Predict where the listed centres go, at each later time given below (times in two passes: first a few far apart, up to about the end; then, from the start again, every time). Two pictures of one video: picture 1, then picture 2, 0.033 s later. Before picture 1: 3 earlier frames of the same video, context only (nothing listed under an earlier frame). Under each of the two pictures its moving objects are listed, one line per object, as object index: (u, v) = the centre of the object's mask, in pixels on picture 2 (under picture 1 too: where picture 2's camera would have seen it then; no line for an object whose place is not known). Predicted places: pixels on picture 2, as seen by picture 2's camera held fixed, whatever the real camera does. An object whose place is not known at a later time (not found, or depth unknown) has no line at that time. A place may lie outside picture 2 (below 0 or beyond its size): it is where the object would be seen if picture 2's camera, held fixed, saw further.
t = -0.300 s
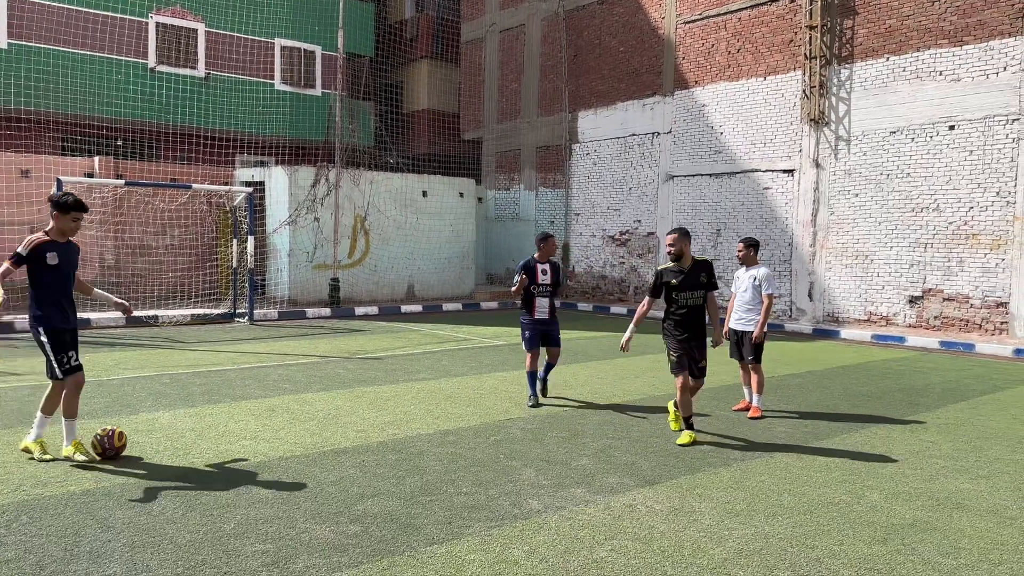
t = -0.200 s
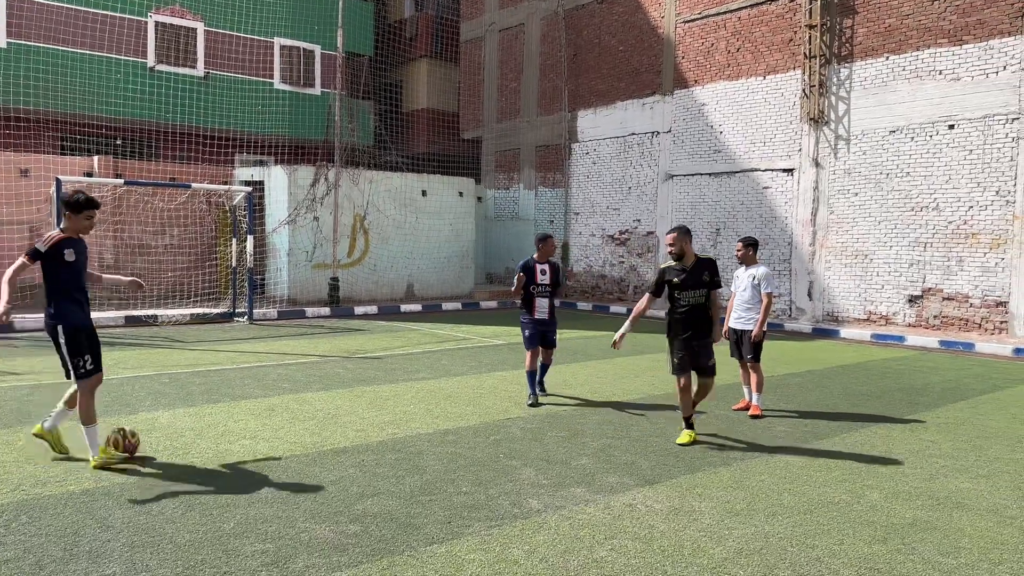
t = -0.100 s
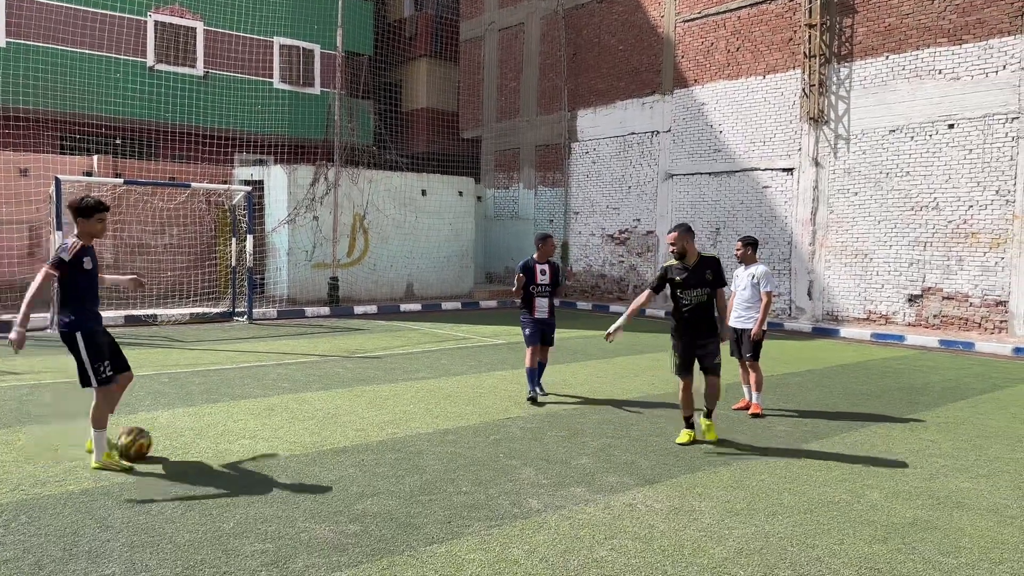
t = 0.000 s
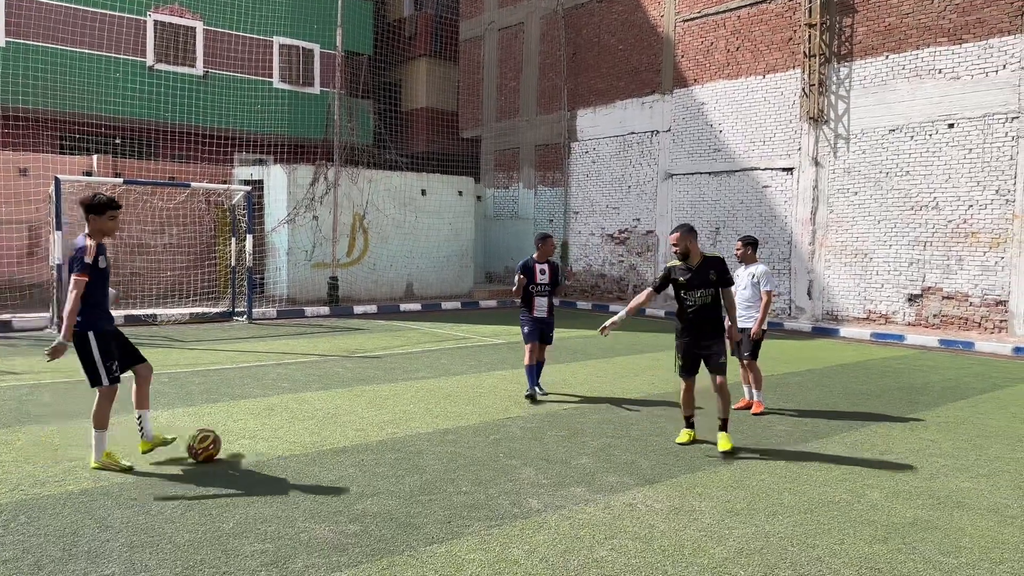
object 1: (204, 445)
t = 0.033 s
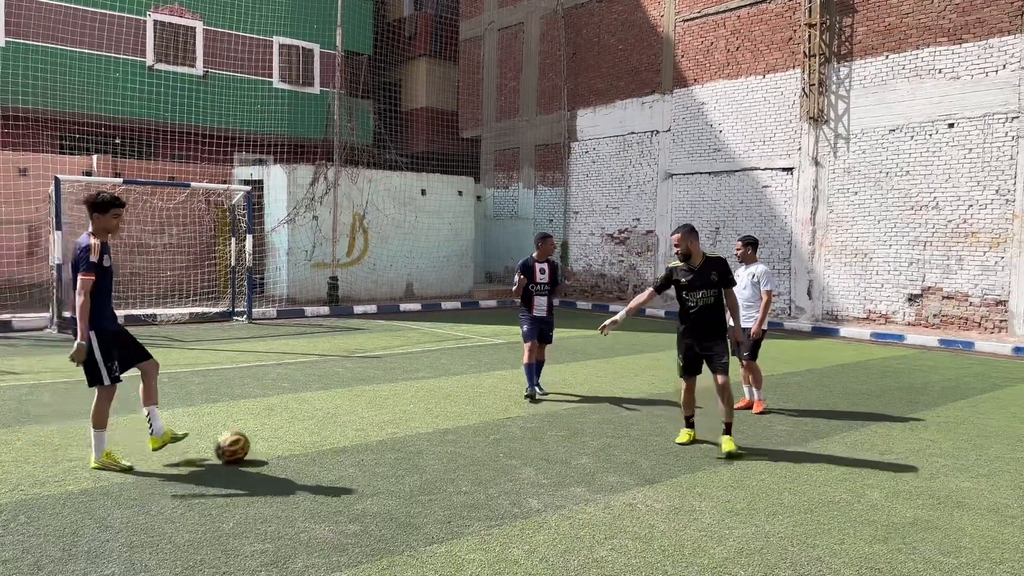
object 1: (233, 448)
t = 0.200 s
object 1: (361, 453)
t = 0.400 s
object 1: (489, 459)
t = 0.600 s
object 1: (602, 465)
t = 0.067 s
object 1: (260, 449)
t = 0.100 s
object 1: (287, 449)
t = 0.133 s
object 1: (313, 451)
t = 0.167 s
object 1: (338, 451)
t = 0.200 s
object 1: (361, 453)
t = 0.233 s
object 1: (384, 453)
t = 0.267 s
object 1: (407, 454)
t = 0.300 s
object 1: (428, 455)
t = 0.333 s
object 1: (450, 456)
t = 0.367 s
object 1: (470, 458)
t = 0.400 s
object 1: (489, 459)
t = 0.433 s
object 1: (507, 460)
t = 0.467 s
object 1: (527, 461)
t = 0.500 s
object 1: (546, 462)
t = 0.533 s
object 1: (565, 463)
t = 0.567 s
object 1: (583, 464)
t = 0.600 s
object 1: (602, 465)
